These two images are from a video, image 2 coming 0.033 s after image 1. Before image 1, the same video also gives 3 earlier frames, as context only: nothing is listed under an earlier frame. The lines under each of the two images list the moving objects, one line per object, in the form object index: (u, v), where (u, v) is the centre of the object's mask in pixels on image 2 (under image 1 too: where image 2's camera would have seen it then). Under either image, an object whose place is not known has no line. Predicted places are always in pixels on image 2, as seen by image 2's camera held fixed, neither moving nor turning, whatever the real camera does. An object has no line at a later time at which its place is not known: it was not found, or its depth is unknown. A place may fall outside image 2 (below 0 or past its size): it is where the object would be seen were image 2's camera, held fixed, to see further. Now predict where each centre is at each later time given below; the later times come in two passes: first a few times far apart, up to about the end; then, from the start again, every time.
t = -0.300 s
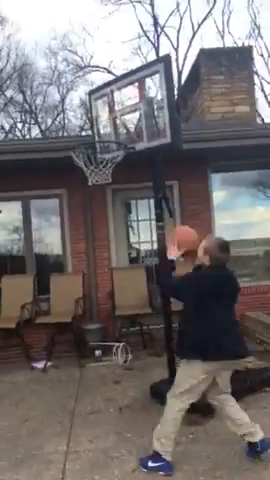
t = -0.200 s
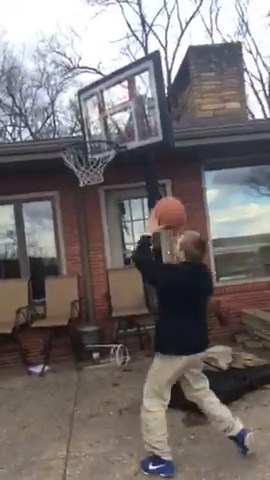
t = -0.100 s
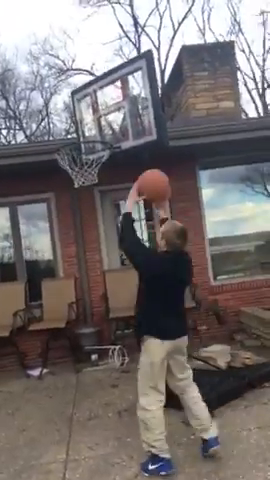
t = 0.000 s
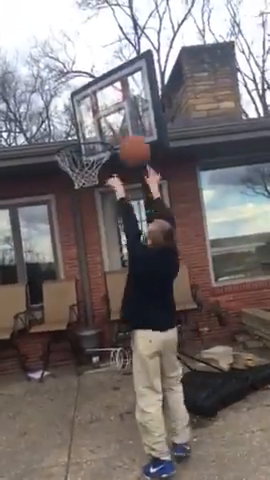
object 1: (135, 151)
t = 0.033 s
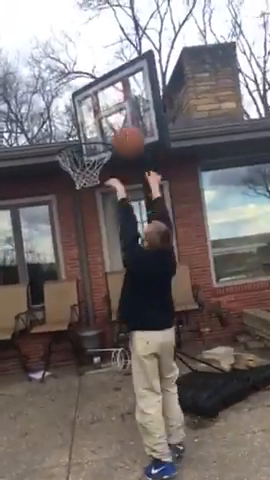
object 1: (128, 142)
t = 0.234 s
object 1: (94, 117)
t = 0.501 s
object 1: (77, 155)
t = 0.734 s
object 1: (93, 177)
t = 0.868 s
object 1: (105, 199)
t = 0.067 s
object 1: (122, 134)
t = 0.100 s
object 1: (114, 127)
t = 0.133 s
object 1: (110, 124)
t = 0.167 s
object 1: (104, 119)
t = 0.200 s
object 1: (99, 118)
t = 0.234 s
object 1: (94, 117)
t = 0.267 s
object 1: (89, 119)
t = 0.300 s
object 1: (86, 121)
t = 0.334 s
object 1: (82, 125)
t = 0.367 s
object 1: (77, 129)
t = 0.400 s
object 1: (74, 133)
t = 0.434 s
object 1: (71, 137)
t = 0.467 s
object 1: (74, 139)
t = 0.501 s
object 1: (77, 155)
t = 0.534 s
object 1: (77, 159)
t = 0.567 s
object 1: (79, 167)
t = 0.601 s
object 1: (83, 174)
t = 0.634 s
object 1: (85, 174)
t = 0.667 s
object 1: (88, 174)
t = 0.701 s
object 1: (91, 175)
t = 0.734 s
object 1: (93, 177)
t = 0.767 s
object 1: (96, 181)
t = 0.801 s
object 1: (98, 186)
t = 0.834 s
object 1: (101, 192)
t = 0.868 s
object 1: (105, 199)
